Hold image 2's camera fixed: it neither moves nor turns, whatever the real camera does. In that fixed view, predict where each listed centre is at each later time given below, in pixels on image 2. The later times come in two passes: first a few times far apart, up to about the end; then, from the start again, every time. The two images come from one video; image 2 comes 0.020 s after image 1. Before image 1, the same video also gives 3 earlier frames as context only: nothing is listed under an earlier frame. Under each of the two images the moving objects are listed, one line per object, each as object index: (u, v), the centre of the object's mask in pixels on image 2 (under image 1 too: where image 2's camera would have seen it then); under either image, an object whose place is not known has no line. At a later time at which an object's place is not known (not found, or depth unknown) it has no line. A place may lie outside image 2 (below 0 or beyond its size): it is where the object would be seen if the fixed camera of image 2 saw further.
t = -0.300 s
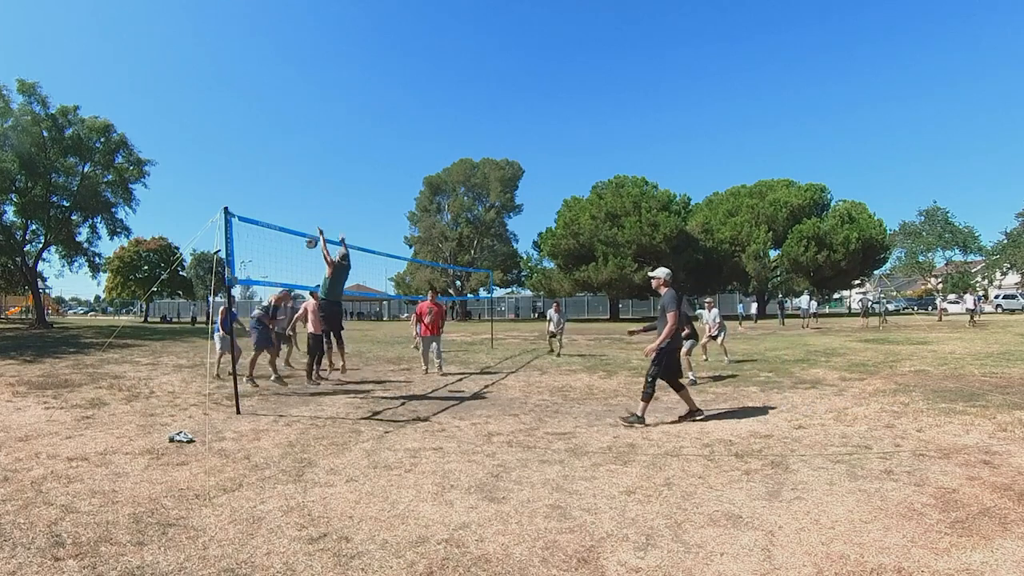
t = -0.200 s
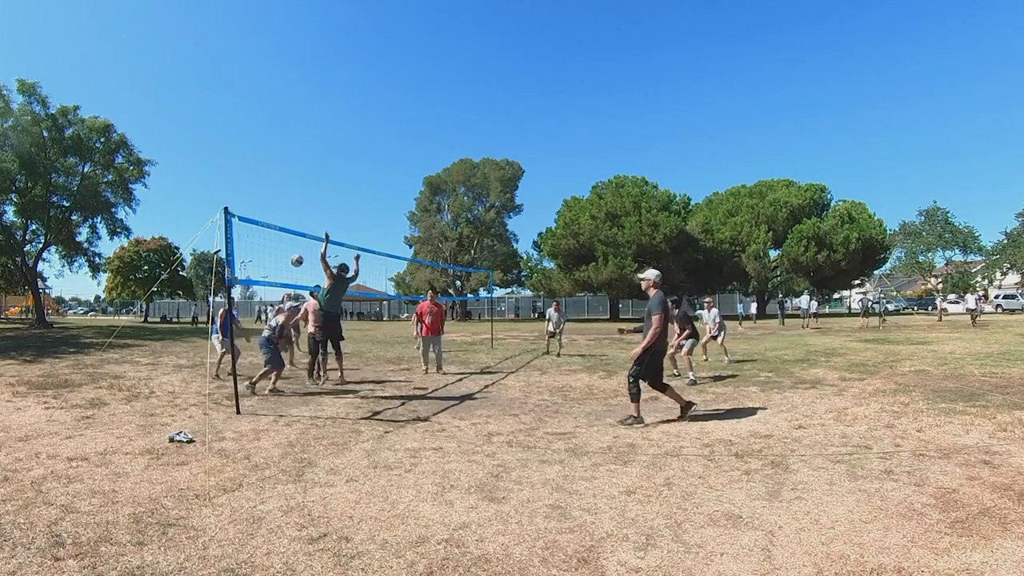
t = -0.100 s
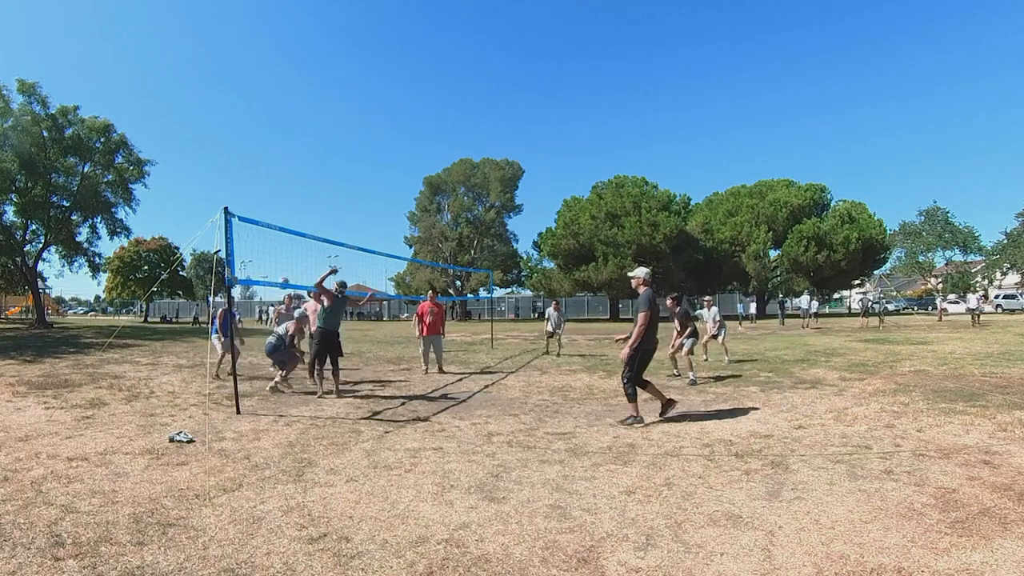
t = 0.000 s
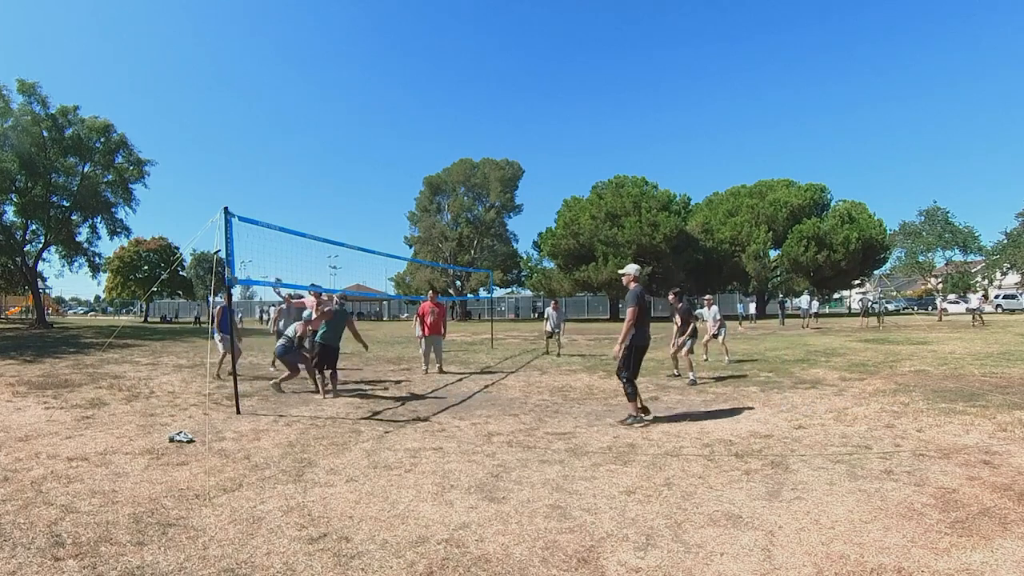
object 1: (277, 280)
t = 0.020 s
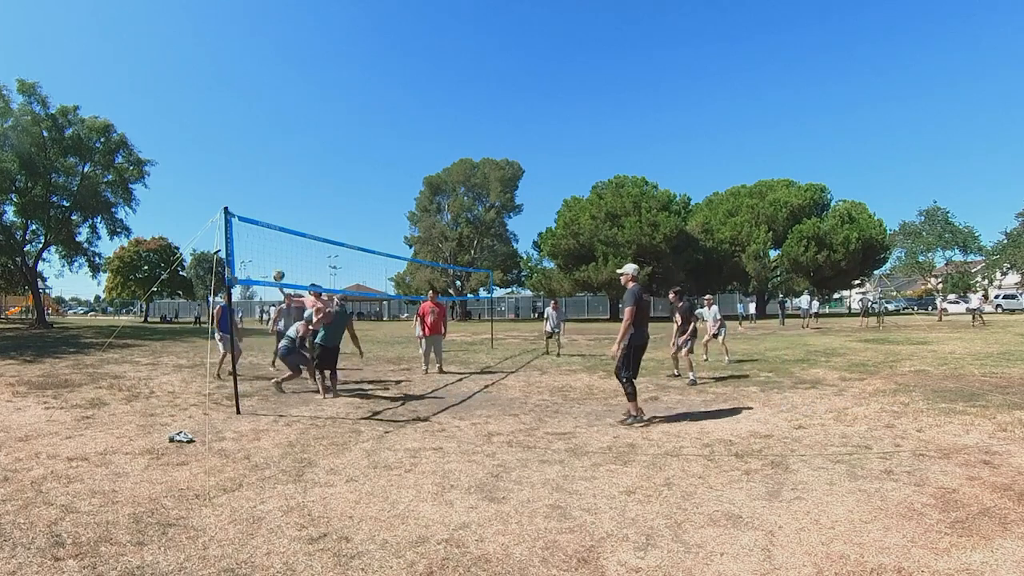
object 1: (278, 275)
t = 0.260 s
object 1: (308, 204)
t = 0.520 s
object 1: (340, 167)
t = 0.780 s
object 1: (369, 166)
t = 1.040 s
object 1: (398, 199)
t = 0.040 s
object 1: (281, 268)
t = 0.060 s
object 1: (283, 261)
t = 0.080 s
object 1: (286, 254)
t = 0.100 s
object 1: (288, 248)
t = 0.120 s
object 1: (291, 241)
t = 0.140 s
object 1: (293, 238)
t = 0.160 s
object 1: (296, 227)
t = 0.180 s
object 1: (299, 224)
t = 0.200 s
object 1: (301, 218)
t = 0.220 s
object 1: (303, 214)
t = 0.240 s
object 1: (306, 209)
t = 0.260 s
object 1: (308, 204)
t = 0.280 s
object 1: (311, 200)
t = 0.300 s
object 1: (313, 196)
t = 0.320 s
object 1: (316, 192)
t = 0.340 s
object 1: (319, 189)
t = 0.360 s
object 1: (321, 185)
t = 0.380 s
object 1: (323, 182)
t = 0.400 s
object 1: (326, 179)
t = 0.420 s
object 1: (328, 177)
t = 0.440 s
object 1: (330, 175)
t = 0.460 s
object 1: (333, 172)
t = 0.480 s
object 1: (335, 170)
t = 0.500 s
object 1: (338, 168)
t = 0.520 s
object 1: (340, 167)
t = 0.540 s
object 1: (342, 166)
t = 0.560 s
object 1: (345, 165)
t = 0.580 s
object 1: (347, 164)
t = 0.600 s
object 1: (349, 163)
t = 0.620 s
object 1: (352, 162)
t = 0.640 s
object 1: (354, 162)
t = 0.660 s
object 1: (356, 162)
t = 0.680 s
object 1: (358, 162)
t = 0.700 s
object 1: (361, 162)
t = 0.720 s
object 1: (363, 163)
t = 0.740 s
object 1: (365, 164)
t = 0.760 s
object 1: (367, 165)
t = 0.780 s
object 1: (369, 166)
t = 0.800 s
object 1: (372, 167)
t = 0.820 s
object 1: (374, 169)
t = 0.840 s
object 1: (376, 170)
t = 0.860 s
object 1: (378, 172)
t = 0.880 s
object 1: (381, 175)
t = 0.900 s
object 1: (383, 177)
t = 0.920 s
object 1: (385, 179)
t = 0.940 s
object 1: (387, 182)
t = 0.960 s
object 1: (390, 185)
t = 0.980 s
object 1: (392, 188)
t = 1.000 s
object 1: (394, 191)
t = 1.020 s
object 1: (396, 195)
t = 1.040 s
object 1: (398, 199)
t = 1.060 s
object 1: (400, 203)
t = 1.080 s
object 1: (403, 207)
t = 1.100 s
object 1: (404, 211)
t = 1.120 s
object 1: (406, 215)
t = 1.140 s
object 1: (407, 220)
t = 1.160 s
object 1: (411, 227)
